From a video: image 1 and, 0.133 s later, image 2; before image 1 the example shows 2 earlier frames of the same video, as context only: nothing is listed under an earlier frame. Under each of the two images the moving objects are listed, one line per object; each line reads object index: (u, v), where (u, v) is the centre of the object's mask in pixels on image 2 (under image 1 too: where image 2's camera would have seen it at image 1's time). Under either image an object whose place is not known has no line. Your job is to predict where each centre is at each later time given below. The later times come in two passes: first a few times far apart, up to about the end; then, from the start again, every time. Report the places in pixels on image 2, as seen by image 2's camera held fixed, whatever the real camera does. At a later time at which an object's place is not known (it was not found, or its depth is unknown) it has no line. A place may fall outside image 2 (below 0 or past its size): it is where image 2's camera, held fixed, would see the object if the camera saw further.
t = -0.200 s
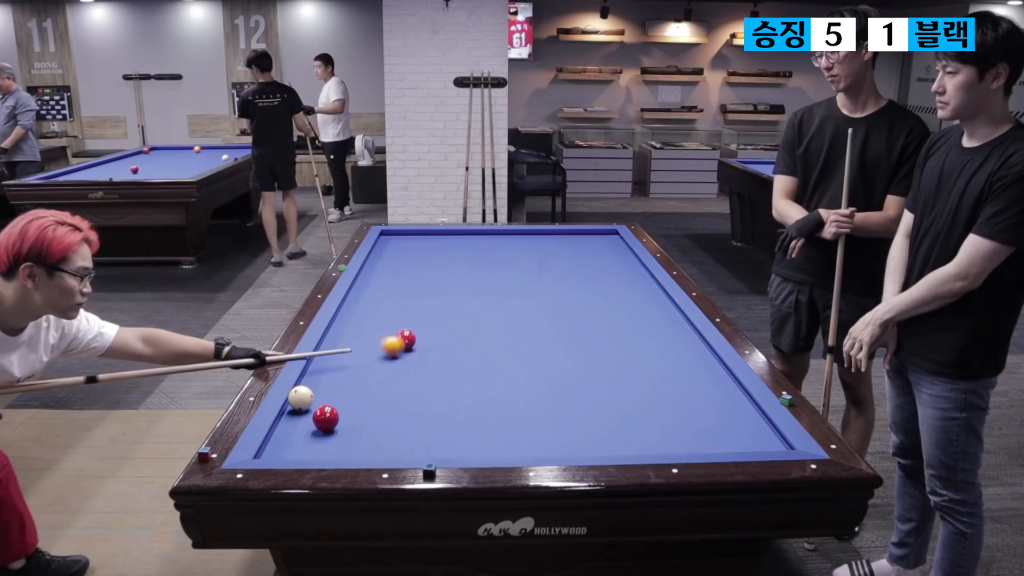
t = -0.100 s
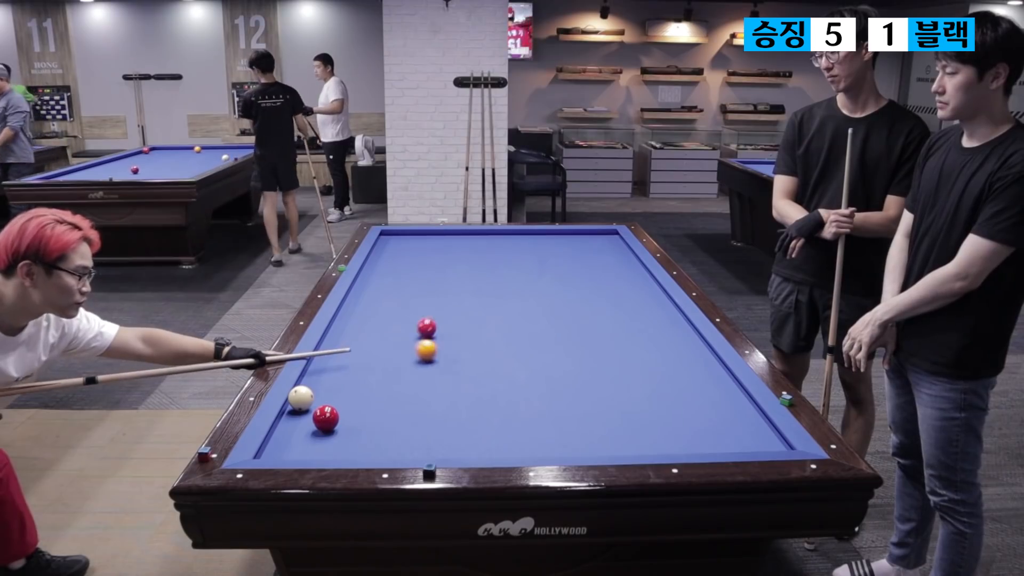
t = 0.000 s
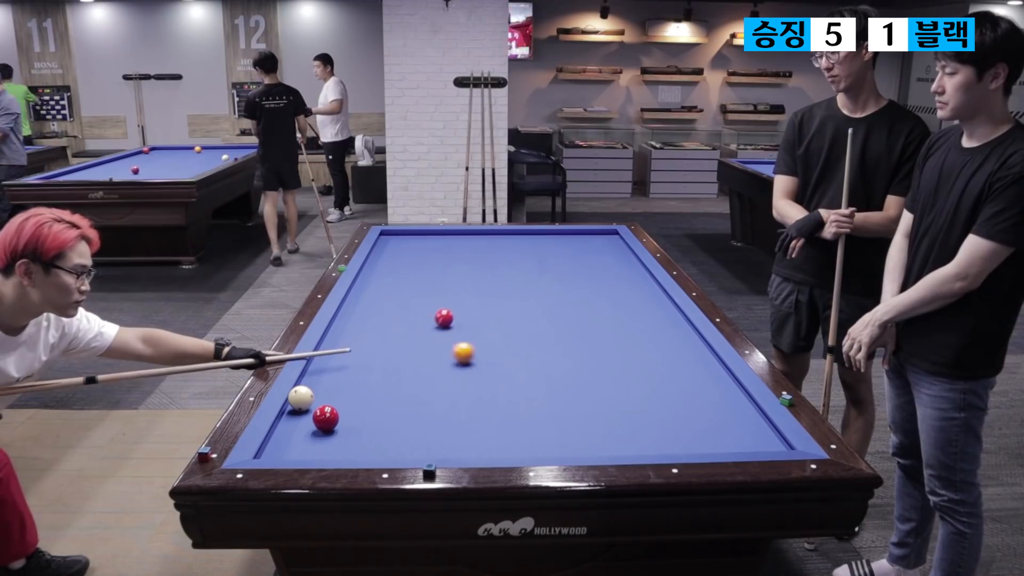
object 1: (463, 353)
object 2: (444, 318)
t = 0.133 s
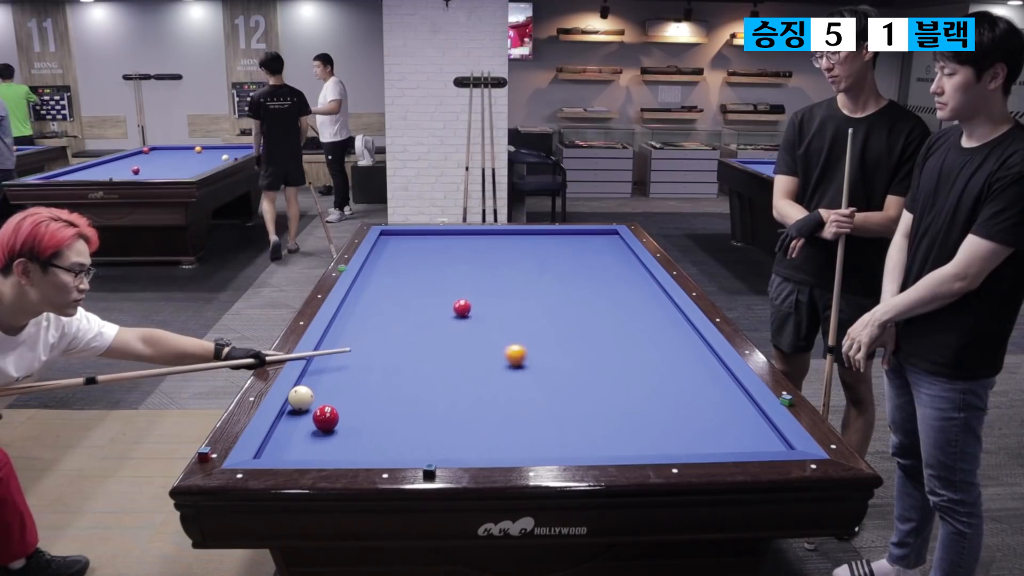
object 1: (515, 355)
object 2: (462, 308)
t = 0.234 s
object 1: (554, 357)
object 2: (474, 301)
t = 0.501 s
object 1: (659, 360)
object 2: (504, 284)
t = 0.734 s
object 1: (690, 367)
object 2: (527, 272)
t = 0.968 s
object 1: (640, 376)
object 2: (546, 261)
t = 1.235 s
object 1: (582, 387)
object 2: (566, 250)
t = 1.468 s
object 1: (529, 397)
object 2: (581, 241)
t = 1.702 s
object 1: (474, 408)
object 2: (595, 233)
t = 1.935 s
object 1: (416, 418)
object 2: (610, 234)
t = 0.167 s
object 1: (528, 356)
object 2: (466, 305)
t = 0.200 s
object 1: (542, 356)
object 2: (470, 303)
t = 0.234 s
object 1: (554, 357)
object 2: (474, 301)
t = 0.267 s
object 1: (568, 357)
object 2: (478, 299)
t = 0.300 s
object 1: (580, 357)
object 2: (482, 296)
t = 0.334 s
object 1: (594, 358)
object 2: (486, 294)
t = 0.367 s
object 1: (607, 359)
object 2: (490, 292)
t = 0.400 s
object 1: (620, 359)
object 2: (494, 290)
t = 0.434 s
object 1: (633, 360)
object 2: (497, 288)
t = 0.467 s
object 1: (646, 360)
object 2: (501, 286)
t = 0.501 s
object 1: (659, 360)
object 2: (504, 284)
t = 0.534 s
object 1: (672, 361)
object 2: (507, 282)
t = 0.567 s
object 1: (685, 361)
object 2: (511, 280)
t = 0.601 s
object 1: (698, 362)
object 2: (514, 279)
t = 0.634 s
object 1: (712, 362)
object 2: (517, 277)
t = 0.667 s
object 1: (708, 364)
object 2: (520, 275)
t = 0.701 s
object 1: (699, 365)
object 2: (523, 273)
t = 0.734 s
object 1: (690, 367)
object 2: (527, 272)
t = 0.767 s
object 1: (682, 368)
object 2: (529, 270)
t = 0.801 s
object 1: (674, 369)
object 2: (532, 269)
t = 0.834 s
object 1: (667, 371)
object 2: (535, 267)
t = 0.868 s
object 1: (660, 372)
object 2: (538, 265)
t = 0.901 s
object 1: (653, 374)
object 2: (541, 263)
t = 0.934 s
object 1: (646, 375)
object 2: (544, 262)
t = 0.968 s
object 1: (640, 376)
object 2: (546, 261)
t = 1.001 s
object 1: (633, 378)
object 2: (549, 259)
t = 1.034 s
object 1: (626, 379)
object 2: (551, 258)
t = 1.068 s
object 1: (619, 380)
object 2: (554, 256)
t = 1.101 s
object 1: (611, 382)
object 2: (556, 255)
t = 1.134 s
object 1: (604, 383)
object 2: (559, 253)
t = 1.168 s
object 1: (597, 385)
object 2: (561, 252)
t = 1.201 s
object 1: (590, 386)
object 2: (564, 251)
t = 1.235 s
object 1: (582, 387)
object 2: (566, 250)
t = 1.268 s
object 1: (575, 389)
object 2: (568, 248)
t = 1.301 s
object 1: (567, 390)
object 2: (571, 247)
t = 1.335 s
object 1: (560, 392)
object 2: (573, 246)
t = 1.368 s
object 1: (552, 393)
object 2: (575, 245)
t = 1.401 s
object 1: (545, 394)
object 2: (577, 243)
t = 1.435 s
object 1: (537, 396)
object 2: (579, 242)
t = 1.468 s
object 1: (529, 397)
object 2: (581, 241)
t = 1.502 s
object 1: (522, 399)
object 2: (583, 240)
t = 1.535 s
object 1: (514, 400)
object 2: (585, 238)
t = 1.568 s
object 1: (506, 402)
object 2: (587, 237)
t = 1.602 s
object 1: (498, 403)
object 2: (589, 236)
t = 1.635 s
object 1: (490, 405)
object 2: (591, 235)
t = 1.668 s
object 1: (482, 406)
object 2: (593, 234)
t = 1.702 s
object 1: (474, 408)
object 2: (595, 233)
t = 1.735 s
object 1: (465, 409)
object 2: (597, 232)
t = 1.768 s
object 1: (457, 411)
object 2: (599, 231)
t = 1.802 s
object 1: (449, 412)
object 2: (601, 231)
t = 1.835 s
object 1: (441, 414)
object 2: (603, 232)
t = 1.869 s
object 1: (432, 415)
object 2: (606, 233)
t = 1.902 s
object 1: (424, 417)
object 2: (608, 233)
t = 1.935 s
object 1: (416, 418)
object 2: (610, 234)
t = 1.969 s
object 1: (407, 420)
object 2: (612, 234)
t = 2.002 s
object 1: (399, 421)
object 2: (615, 235)
